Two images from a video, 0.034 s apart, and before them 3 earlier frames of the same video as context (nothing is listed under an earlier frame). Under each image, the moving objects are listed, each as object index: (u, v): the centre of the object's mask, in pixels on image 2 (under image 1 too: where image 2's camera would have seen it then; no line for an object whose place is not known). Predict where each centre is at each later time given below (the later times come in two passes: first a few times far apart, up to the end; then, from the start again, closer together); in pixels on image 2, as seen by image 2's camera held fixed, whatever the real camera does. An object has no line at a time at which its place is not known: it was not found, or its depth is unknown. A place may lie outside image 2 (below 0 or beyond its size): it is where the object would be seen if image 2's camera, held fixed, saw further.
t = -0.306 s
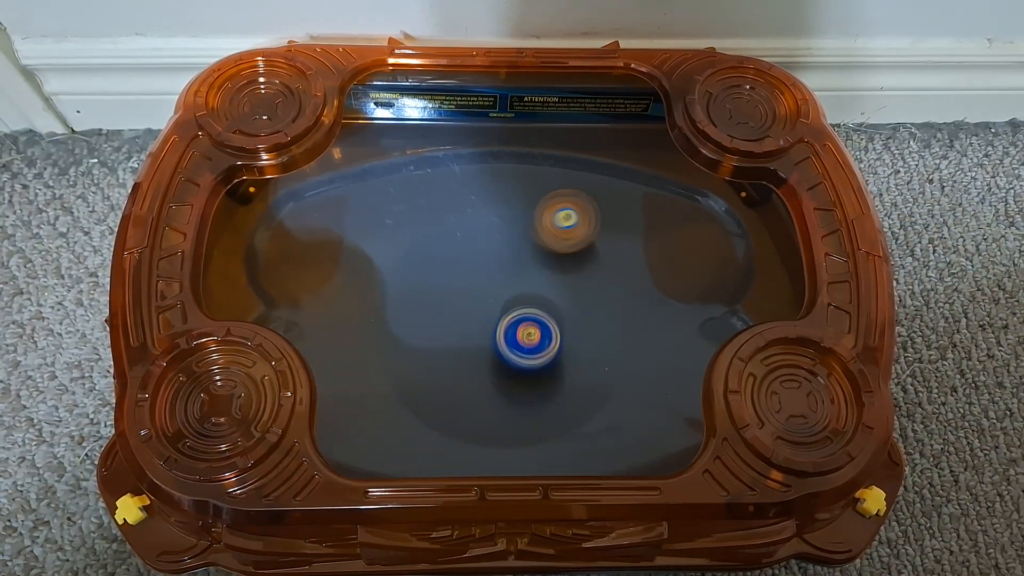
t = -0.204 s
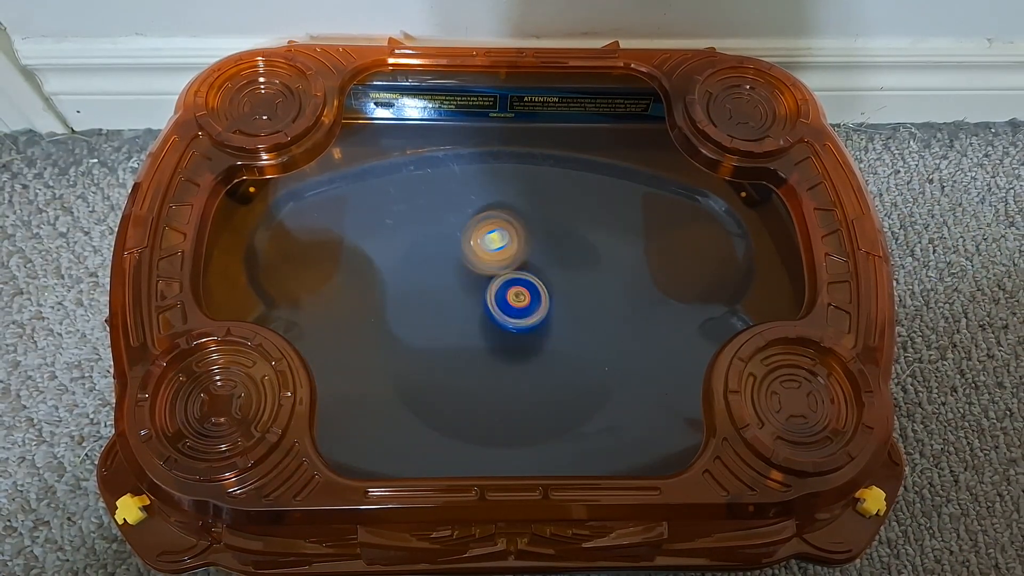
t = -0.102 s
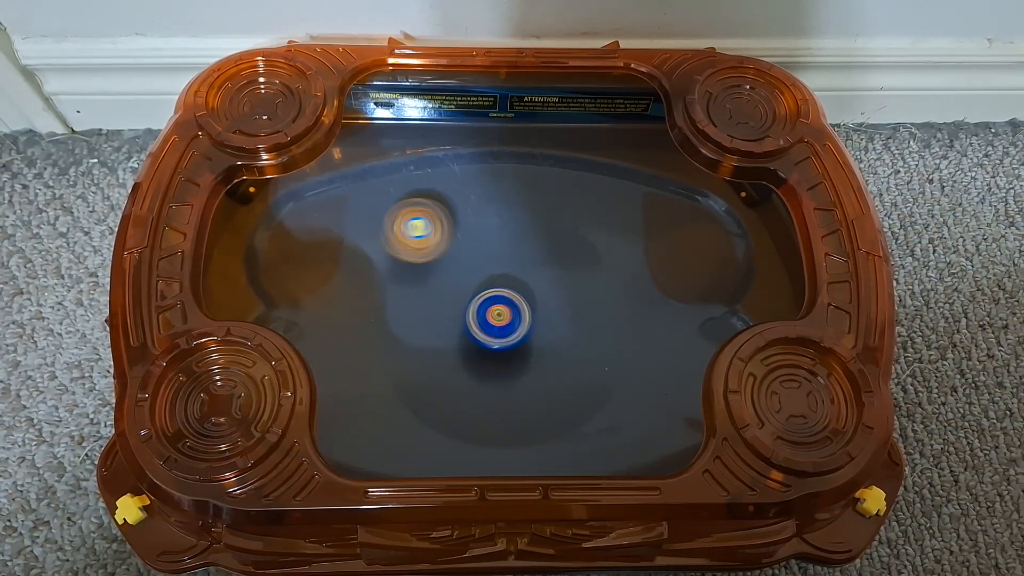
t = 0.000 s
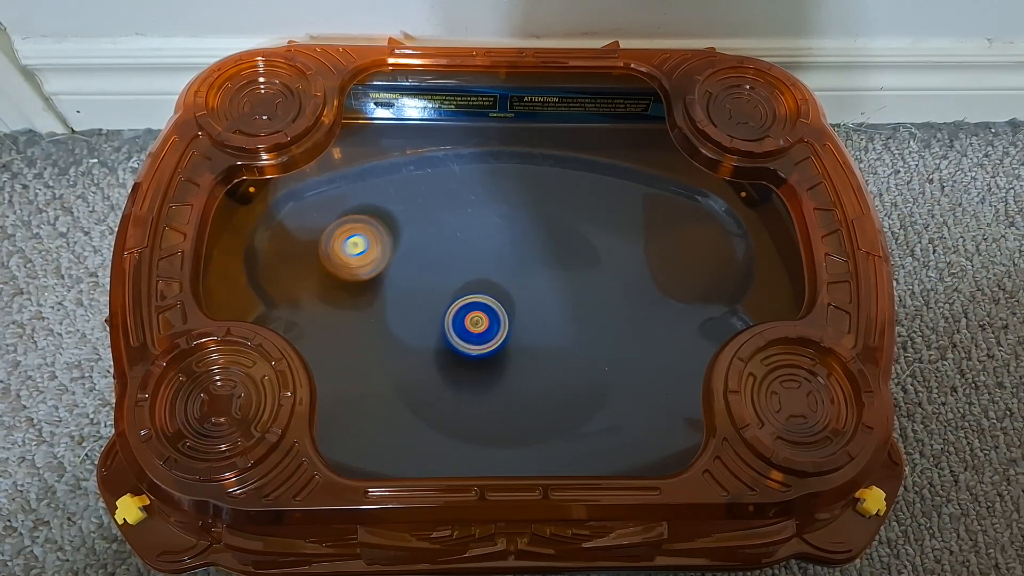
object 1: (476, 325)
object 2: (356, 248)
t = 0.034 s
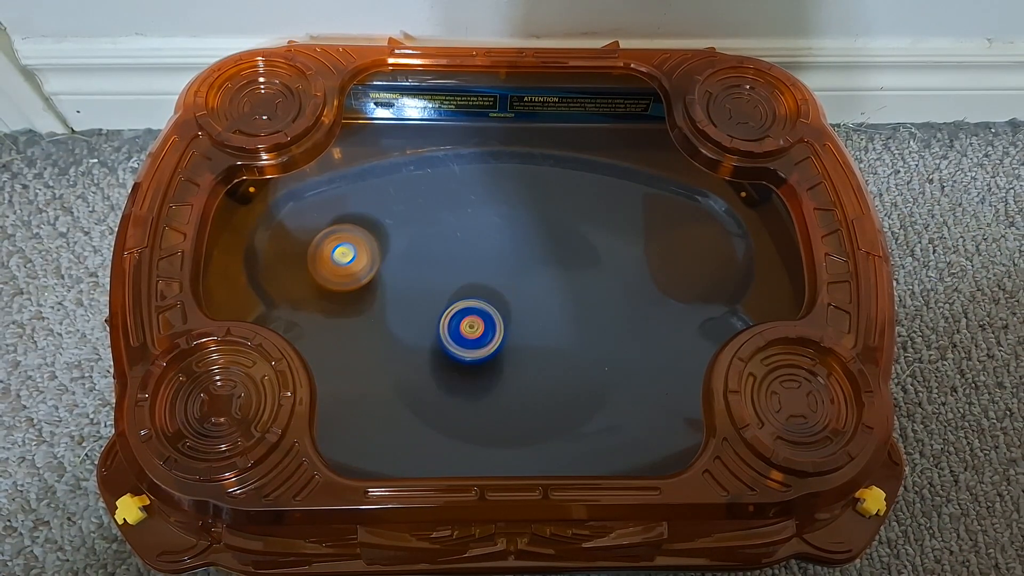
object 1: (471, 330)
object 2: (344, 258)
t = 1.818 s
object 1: (590, 314)
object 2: (386, 266)
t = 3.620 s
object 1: (484, 324)
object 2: (430, 268)
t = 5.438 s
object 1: (486, 277)
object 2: (541, 322)
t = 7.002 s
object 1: (465, 302)
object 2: (524, 327)
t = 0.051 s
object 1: (469, 333)
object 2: (340, 263)
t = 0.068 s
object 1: (468, 336)
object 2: (338, 269)
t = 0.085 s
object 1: (468, 339)
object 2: (337, 275)
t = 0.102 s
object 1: (470, 341)
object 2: (338, 281)
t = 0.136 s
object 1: (474, 345)
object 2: (343, 293)
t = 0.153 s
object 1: (477, 347)
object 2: (348, 301)
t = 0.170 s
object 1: (481, 347)
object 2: (353, 308)
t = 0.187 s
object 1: (485, 347)
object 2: (357, 316)
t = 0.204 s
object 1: (490, 346)
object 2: (362, 324)
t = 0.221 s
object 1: (494, 344)
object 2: (367, 331)
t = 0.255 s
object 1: (500, 339)
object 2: (378, 345)
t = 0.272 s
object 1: (502, 335)
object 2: (386, 352)
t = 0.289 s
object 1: (503, 331)
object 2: (393, 357)
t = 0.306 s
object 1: (504, 328)
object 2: (402, 363)
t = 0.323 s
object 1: (503, 324)
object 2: (411, 368)
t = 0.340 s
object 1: (502, 319)
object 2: (421, 372)
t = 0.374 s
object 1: (498, 311)
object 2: (446, 377)
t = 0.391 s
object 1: (495, 307)
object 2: (459, 378)
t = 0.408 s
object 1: (493, 304)
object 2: (471, 378)
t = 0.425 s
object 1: (490, 301)
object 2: (482, 377)
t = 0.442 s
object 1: (486, 298)
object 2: (495, 376)
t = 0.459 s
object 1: (481, 297)
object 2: (508, 374)
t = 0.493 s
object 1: (473, 295)
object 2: (531, 366)
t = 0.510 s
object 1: (468, 295)
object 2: (542, 361)
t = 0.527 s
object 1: (464, 296)
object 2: (551, 357)
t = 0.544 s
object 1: (461, 297)
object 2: (562, 351)
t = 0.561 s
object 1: (457, 299)
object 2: (571, 345)
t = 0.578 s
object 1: (454, 302)
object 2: (579, 339)
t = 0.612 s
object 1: (452, 309)
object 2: (590, 327)
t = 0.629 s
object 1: (451, 313)
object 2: (595, 320)
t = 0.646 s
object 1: (453, 317)
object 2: (598, 313)
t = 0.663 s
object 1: (454, 320)
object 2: (601, 306)
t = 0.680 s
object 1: (456, 324)
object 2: (602, 299)
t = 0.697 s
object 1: (460, 327)
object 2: (602, 292)
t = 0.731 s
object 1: (468, 331)
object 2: (603, 278)
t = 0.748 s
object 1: (474, 332)
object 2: (601, 271)
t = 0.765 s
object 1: (480, 333)
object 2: (599, 264)
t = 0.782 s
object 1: (484, 332)
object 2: (595, 259)
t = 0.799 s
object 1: (490, 331)
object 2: (590, 254)
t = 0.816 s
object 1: (496, 330)
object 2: (585, 250)
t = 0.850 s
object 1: (505, 324)
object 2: (571, 243)
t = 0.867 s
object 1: (509, 321)
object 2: (563, 241)
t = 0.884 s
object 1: (512, 317)
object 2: (555, 240)
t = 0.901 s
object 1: (515, 313)
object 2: (547, 240)
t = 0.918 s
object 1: (517, 309)
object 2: (537, 240)
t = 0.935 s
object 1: (519, 305)
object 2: (527, 242)
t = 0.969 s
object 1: (512, 327)
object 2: (521, 218)
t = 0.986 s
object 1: (504, 345)
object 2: (519, 198)
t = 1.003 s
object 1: (499, 363)
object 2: (515, 179)
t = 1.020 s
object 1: (492, 379)
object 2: (515, 160)
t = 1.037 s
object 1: (486, 393)
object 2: (512, 145)
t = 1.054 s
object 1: (482, 405)
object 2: (508, 135)
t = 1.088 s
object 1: (474, 423)
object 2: (503, 119)
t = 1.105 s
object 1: (471, 429)
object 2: (499, 115)
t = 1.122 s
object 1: (469, 434)
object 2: (495, 115)
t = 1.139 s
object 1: (469, 438)
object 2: (490, 116)
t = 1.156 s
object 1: (468, 441)
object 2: (486, 121)
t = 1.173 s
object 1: (469, 444)
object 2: (482, 129)
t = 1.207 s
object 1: (472, 446)
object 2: (476, 138)
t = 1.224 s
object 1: (474, 448)
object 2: (474, 146)
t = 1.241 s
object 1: (477, 448)
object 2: (471, 154)
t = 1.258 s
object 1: (479, 448)
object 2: (468, 165)
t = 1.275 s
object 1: (481, 448)
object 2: (466, 175)
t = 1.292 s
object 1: (483, 448)
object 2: (461, 187)
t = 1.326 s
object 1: (488, 446)
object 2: (456, 211)
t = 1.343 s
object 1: (490, 444)
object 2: (451, 225)
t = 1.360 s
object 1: (493, 442)
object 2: (447, 238)
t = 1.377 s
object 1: (495, 438)
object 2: (444, 252)
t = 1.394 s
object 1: (497, 434)
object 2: (442, 266)
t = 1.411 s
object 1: (498, 430)
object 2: (440, 280)
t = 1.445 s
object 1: (501, 422)
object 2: (439, 307)
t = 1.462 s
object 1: (503, 418)
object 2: (440, 320)
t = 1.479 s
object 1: (506, 413)
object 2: (442, 332)
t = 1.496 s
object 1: (508, 407)
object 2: (444, 343)
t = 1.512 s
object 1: (511, 400)
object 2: (448, 354)
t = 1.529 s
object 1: (514, 393)
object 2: (451, 363)
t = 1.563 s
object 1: (532, 389)
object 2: (445, 353)
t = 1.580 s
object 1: (544, 389)
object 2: (434, 342)
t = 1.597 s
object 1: (557, 390)
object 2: (424, 333)
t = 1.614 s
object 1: (567, 386)
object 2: (415, 327)
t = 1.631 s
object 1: (576, 382)
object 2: (408, 322)
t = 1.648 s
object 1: (583, 378)
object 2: (400, 319)
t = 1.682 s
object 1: (594, 366)
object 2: (392, 304)
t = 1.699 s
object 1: (597, 358)
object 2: (389, 299)
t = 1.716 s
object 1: (599, 352)
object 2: (387, 293)
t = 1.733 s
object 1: (600, 345)
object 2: (387, 287)
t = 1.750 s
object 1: (599, 338)
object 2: (386, 281)
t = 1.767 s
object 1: (597, 331)
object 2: (386, 277)
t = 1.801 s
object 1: (592, 320)
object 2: (386, 269)
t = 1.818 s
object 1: (590, 314)
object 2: (386, 266)
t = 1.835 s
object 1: (586, 309)
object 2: (386, 263)
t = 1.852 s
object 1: (584, 305)
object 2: (386, 259)
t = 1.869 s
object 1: (580, 299)
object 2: (386, 257)
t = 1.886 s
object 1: (578, 294)
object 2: (386, 254)
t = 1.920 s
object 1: (572, 285)
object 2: (384, 248)
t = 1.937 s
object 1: (569, 280)
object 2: (384, 246)
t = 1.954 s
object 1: (567, 276)
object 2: (384, 244)
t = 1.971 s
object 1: (564, 271)
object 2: (383, 242)
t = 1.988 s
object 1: (561, 267)
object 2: (383, 240)
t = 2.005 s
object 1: (559, 263)
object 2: (381, 239)
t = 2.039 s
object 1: (554, 256)
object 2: (379, 237)
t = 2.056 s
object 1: (552, 252)
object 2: (379, 236)
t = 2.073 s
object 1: (549, 249)
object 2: (378, 235)
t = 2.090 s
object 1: (546, 246)
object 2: (378, 235)
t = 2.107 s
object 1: (544, 244)
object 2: (377, 235)
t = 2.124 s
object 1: (541, 241)
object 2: (377, 236)
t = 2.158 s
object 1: (536, 238)
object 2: (377, 236)
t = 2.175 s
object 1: (534, 237)
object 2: (378, 237)
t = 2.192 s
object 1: (531, 236)
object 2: (380, 237)
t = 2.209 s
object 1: (529, 237)
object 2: (382, 238)
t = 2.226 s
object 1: (527, 237)
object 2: (385, 239)
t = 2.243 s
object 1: (524, 238)
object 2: (388, 239)
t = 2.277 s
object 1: (519, 240)
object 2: (396, 241)
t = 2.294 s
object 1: (518, 242)
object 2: (401, 242)
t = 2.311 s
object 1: (516, 244)
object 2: (406, 245)
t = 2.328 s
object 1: (515, 246)
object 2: (412, 249)
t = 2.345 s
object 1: (513, 249)
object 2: (417, 255)
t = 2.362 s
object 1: (512, 251)
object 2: (423, 260)
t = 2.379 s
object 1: (512, 255)
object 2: (428, 267)
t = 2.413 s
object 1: (512, 261)
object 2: (440, 280)
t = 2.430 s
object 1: (512, 264)
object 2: (447, 287)
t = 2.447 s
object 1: (514, 267)
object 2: (452, 293)
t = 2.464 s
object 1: (516, 270)
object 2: (459, 299)
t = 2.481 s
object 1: (519, 274)
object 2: (465, 305)
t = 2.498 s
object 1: (524, 277)
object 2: (468, 312)
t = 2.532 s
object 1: (537, 280)
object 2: (472, 325)
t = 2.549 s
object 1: (543, 281)
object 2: (475, 332)
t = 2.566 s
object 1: (548, 284)
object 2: (478, 337)
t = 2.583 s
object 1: (552, 285)
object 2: (481, 342)
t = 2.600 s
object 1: (557, 287)
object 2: (484, 346)
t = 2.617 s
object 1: (560, 288)
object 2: (487, 351)
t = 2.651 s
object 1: (568, 291)
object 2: (494, 358)
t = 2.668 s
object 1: (573, 293)
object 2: (497, 359)
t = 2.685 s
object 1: (576, 294)
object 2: (500, 362)
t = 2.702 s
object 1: (580, 296)
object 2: (504, 363)
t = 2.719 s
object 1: (583, 298)
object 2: (506, 365)
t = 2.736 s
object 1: (587, 300)
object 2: (509, 365)
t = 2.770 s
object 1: (592, 304)
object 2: (514, 366)
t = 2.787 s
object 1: (595, 307)
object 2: (517, 367)
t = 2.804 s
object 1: (597, 308)
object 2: (519, 366)
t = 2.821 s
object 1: (600, 312)
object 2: (521, 366)
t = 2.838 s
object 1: (602, 314)
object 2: (521, 365)
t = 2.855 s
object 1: (604, 317)
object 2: (523, 364)
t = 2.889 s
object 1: (608, 322)
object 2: (523, 362)
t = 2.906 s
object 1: (607, 325)
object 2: (523, 361)
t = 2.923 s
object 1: (609, 328)
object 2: (522, 360)
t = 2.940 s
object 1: (609, 331)
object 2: (521, 359)
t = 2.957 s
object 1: (609, 334)
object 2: (519, 358)
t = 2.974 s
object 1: (609, 338)
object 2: (517, 358)
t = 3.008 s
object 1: (608, 344)
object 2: (512, 356)
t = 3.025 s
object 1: (607, 346)
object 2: (507, 354)
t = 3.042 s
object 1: (606, 349)
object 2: (504, 353)
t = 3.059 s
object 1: (604, 352)
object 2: (500, 352)
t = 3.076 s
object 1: (603, 354)
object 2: (496, 350)
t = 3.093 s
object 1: (601, 357)
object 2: (492, 349)
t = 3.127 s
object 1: (597, 361)
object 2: (484, 345)
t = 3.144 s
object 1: (596, 362)
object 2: (479, 343)
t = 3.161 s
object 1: (593, 364)
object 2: (476, 340)
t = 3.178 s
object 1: (591, 365)
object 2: (471, 337)
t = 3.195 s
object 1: (588, 366)
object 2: (468, 334)
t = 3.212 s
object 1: (584, 366)
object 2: (463, 331)
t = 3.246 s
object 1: (575, 365)
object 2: (456, 325)
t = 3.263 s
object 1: (572, 365)
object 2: (453, 322)
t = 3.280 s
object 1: (567, 364)
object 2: (451, 320)
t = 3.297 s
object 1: (563, 363)
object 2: (448, 316)
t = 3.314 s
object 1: (558, 363)
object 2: (446, 314)
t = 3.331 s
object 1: (553, 361)
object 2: (443, 310)
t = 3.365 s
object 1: (543, 358)
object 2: (438, 304)
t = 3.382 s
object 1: (539, 356)
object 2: (437, 301)
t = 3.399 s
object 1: (534, 354)
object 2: (434, 298)
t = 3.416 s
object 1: (530, 353)
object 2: (433, 295)
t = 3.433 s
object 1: (525, 351)
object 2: (432, 293)
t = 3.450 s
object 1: (521, 349)
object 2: (431, 289)
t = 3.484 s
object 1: (513, 344)
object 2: (429, 284)
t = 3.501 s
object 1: (509, 343)
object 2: (429, 281)
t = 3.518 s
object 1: (504, 340)
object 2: (427, 279)
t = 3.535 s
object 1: (501, 337)
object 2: (427, 276)
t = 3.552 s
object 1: (497, 335)
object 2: (427, 274)
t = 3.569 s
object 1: (494, 332)
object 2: (427, 272)
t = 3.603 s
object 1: (487, 326)
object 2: (428, 270)
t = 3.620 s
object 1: (484, 324)
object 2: (430, 268)
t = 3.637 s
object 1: (480, 320)
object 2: (431, 268)
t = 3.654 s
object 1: (478, 318)
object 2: (432, 266)
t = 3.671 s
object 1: (477, 320)
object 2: (433, 259)
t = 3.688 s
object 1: (478, 322)
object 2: (430, 254)
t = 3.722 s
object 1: (479, 325)
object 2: (428, 240)
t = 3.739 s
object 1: (479, 328)
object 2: (427, 236)
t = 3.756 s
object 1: (479, 328)
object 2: (426, 233)
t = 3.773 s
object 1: (479, 328)
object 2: (425, 231)
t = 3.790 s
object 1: (479, 327)
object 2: (425, 229)
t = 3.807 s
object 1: (480, 325)
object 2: (424, 228)
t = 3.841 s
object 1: (480, 320)
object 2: (424, 226)
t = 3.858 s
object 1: (480, 317)
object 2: (425, 225)
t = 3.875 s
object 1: (480, 313)
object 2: (426, 225)
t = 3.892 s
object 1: (482, 309)
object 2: (427, 224)
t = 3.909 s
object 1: (482, 306)
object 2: (429, 224)
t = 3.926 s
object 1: (483, 302)
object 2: (431, 226)
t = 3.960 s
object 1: (484, 294)
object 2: (437, 229)
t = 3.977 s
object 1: (485, 291)
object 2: (439, 232)
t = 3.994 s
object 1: (485, 289)
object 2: (442, 236)
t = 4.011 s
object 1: (486, 290)
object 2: (445, 235)
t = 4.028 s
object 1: (488, 292)
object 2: (447, 235)
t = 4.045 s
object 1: (491, 294)
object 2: (450, 234)
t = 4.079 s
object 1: (494, 296)
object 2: (454, 237)
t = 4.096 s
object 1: (498, 297)
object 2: (458, 240)
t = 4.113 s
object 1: (500, 299)
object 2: (462, 241)
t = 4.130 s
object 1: (504, 302)
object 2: (464, 241)
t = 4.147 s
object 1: (508, 306)
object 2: (467, 243)
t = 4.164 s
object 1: (510, 308)
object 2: (471, 246)
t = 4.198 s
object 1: (516, 313)
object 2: (478, 250)
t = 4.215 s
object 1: (518, 315)
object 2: (481, 255)
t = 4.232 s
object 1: (522, 316)
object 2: (484, 259)
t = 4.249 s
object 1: (524, 320)
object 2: (488, 262)
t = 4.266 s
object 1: (527, 325)
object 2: (491, 264)
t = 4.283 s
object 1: (530, 328)
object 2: (492, 265)
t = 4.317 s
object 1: (533, 337)
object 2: (499, 271)
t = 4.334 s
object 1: (536, 339)
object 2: (501, 274)
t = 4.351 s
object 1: (537, 342)
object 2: (505, 278)
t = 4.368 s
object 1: (538, 344)
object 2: (507, 283)
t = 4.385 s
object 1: (541, 346)
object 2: (510, 285)
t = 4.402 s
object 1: (541, 350)
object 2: (513, 289)
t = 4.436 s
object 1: (545, 357)
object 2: (518, 293)
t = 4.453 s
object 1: (544, 360)
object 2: (520, 295)
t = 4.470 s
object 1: (544, 362)
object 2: (521, 299)
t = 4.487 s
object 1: (546, 364)
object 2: (524, 302)
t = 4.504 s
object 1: (545, 366)
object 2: (526, 304)
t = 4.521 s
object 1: (546, 370)
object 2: (527, 303)
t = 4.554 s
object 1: (545, 375)
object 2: (528, 302)
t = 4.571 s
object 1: (544, 377)
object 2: (529, 302)
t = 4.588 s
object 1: (545, 378)
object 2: (530, 302)
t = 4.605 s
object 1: (542, 380)
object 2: (531, 302)
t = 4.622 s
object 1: (541, 380)
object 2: (532, 302)
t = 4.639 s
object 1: (540, 380)
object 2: (533, 302)
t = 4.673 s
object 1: (534, 380)
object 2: (533, 304)
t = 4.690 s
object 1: (532, 380)
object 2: (534, 304)
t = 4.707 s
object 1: (529, 379)
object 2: (534, 304)
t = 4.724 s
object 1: (526, 378)
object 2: (534, 305)
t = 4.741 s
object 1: (523, 376)
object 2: (535, 305)
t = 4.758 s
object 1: (521, 374)
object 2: (534, 307)
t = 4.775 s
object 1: (517, 372)
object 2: (533, 307)
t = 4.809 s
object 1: (513, 367)
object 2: (533, 309)
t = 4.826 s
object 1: (509, 363)
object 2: (532, 309)
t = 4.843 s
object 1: (507, 361)
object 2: (532, 310)
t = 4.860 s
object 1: (505, 360)
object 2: (533, 308)
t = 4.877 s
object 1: (501, 357)
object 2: (534, 307)
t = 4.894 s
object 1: (499, 355)
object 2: (534, 306)
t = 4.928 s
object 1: (496, 350)
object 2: (534, 303)
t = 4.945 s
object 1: (495, 347)
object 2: (534, 303)
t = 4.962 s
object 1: (496, 345)
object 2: (533, 302)
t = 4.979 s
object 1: (494, 343)
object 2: (533, 300)
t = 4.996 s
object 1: (491, 340)
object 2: (535, 297)
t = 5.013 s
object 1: (485, 337)
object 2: (538, 295)
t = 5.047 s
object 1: (475, 333)
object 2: (543, 290)
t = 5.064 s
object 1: (471, 328)
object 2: (543, 289)
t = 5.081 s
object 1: (468, 325)
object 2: (543, 286)
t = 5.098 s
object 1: (465, 322)
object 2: (543, 284)
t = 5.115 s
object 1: (463, 317)
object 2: (543, 283)
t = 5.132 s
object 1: (463, 313)
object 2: (541, 282)
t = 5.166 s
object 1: (464, 308)
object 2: (540, 281)
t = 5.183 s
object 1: (465, 306)
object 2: (538, 280)
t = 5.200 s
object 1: (467, 305)
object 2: (537, 280)
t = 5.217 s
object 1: (468, 304)
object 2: (535, 281)
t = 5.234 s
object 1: (468, 303)
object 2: (533, 283)
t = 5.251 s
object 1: (470, 302)
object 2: (531, 283)
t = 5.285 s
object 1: (471, 299)
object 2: (531, 289)
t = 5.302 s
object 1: (471, 296)
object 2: (532, 293)
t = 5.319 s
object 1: (473, 293)
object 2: (533, 298)
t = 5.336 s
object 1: (473, 290)
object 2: (535, 302)
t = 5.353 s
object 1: (474, 287)
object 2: (536, 305)
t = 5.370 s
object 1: (476, 283)
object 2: (537, 310)
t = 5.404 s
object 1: (481, 280)
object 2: (539, 316)
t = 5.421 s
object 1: (483, 278)
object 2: (541, 319)
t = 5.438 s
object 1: (486, 277)
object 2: (541, 322)
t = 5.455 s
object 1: (490, 277)
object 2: (541, 325)
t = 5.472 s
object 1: (492, 277)
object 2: (541, 326)
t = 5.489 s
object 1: (495, 277)
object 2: (541, 330)
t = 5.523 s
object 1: (502, 280)
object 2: (539, 334)
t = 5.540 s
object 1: (505, 283)
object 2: (538, 337)
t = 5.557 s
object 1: (508, 284)
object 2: (536, 339)
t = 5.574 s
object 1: (512, 285)
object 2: (534, 340)
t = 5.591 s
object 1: (516, 287)
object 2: (533, 342)
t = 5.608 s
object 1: (520, 288)
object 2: (530, 343)
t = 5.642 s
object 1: (527, 293)
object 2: (526, 345)
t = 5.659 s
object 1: (530, 295)
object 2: (523, 346)
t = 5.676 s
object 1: (534, 297)
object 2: (519, 348)
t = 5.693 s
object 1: (539, 298)
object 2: (515, 349)
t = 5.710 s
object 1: (542, 300)
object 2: (512, 350)
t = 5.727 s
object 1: (548, 301)
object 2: (508, 351)
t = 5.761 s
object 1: (554, 305)
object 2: (501, 349)
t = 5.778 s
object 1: (560, 306)
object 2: (498, 348)
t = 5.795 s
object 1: (562, 310)
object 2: (494, 346)
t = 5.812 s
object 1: (564, 310)
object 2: (492, 345)
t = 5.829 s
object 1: (568, 311)
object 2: (491, 343)
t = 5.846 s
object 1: (570, 314)
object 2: (489, 341)
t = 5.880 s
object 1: (570, 319)
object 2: (485, 336)
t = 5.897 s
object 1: (569, 319)
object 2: (485, 334)
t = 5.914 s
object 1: (569, 321)
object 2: (483, 331)
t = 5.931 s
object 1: (567, 324)
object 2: (482, 328)
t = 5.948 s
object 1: (566, 324)
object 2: (483, 326)
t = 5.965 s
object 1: (565, 326)
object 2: (482, 324)
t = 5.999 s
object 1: (559, 329)
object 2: (482, 319)
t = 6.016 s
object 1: (557, 330)
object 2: (483, 317)
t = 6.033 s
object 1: (555, 330)
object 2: (483, 314)
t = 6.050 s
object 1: (554, 330)
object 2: (485, 312)
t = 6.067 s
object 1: (551, 331)
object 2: (486, 310)
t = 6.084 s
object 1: (548, 333)
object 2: (487, 309)
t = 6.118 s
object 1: (542, 335)
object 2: (490, 303)
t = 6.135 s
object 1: (540, 339)
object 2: (492, 298)
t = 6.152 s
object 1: (536, 342)
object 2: (493, 295)
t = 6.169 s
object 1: (533, 343)
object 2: (495, 292)
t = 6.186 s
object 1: (530, 346)
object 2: (496, 290)
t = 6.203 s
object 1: (525, 347)
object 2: (498, 290)
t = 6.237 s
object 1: (516, 350)
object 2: (500, 287)
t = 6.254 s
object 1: (511, 353)
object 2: (501, 286)
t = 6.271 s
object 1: (507, 354)
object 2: (503, 286)
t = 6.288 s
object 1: (504, 354)
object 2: (503, 285)
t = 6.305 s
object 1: (501, 354)
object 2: (506, 285)
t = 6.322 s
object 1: (498, 354)
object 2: (508, 287)
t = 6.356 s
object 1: (493, 352)
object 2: (510, 291)
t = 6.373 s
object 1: (490, 350)
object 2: (513, 291)
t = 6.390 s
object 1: (486, 350)
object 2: (515, 292)
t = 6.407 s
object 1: (483, 351)
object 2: (518, 293)
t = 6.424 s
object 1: (480, 349)
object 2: (518, 293)
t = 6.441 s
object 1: (478, 345)
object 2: (522, 295)
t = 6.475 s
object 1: (471, 340)
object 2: (524, 301)
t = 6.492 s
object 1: (468, 338)
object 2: (525, 302)
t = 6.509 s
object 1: (467, 338)
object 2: (527, 303)
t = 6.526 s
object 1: (466, 338)
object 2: (528, 306)
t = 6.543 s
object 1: (465, 338)
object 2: (528, 308)
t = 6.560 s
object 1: (464, 337)
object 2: (527, 311)
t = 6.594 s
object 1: (458, 331)
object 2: (531, 315)
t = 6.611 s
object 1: (456, 329)
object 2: (532, 316)
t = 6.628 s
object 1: (454, 327)
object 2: (532, 319)
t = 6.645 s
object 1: (452, 325)
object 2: (530, 321)
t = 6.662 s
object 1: (451, 322)
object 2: (530, 321)
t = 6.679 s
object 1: (452, 319)
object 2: (528, 323)
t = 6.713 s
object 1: (456, 315)
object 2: (524, 325)
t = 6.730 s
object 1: (459, 314)
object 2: (523, 325)
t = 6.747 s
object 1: (461, 312)
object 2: (522, 327)
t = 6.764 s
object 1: (462, 308)
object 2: (522, 328)
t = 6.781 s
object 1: (462, 305)
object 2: (523, 330)
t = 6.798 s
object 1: (462, 304)
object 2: (523, 328)
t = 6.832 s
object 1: (463, 303)
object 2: (524, 329)
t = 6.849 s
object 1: (464, 303)
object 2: (524, 328)
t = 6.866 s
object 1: (464, 303)
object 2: (524, 328)
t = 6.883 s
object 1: (465, 303)
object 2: (523, 327)
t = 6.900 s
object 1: (465, 303)
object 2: (524, 327)
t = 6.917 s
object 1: (465, 303)
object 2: (524, 327)
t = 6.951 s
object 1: (464, 302)
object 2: (523, 327)
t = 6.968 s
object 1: (465, 302)
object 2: (523, 326)
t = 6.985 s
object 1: (465, 302)
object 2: (524, 326)
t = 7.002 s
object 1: (465, 302)
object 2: (524, 327)
